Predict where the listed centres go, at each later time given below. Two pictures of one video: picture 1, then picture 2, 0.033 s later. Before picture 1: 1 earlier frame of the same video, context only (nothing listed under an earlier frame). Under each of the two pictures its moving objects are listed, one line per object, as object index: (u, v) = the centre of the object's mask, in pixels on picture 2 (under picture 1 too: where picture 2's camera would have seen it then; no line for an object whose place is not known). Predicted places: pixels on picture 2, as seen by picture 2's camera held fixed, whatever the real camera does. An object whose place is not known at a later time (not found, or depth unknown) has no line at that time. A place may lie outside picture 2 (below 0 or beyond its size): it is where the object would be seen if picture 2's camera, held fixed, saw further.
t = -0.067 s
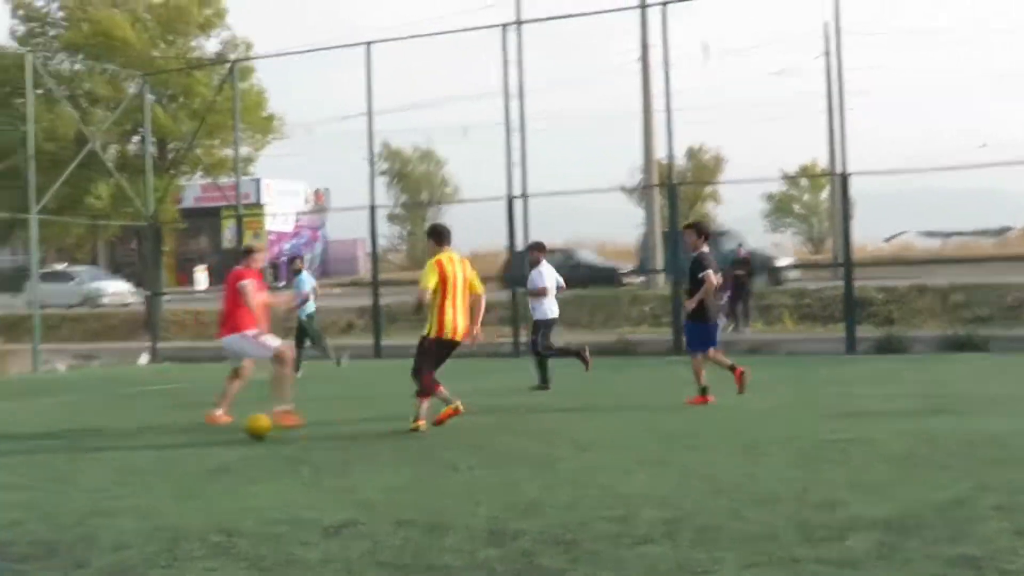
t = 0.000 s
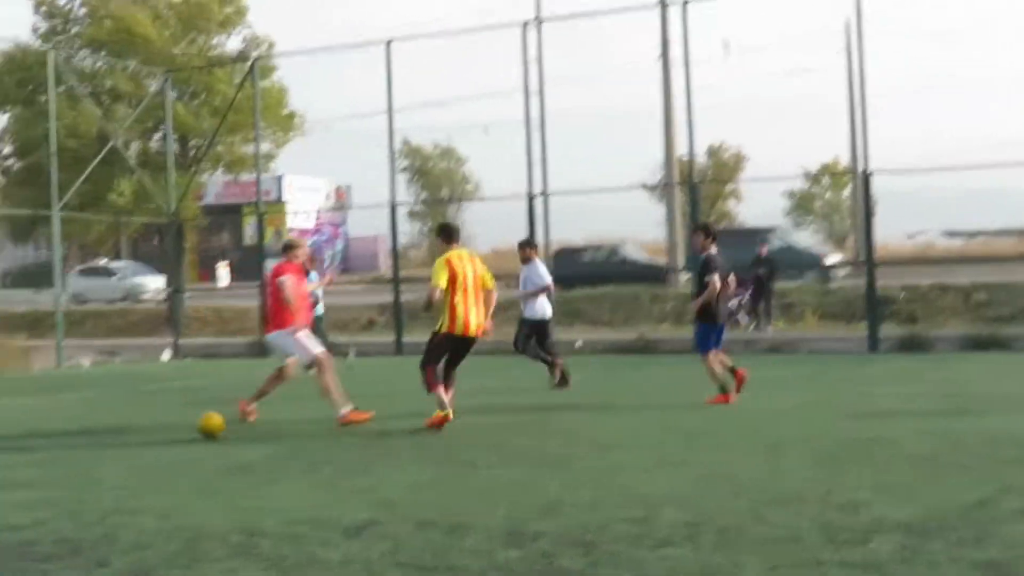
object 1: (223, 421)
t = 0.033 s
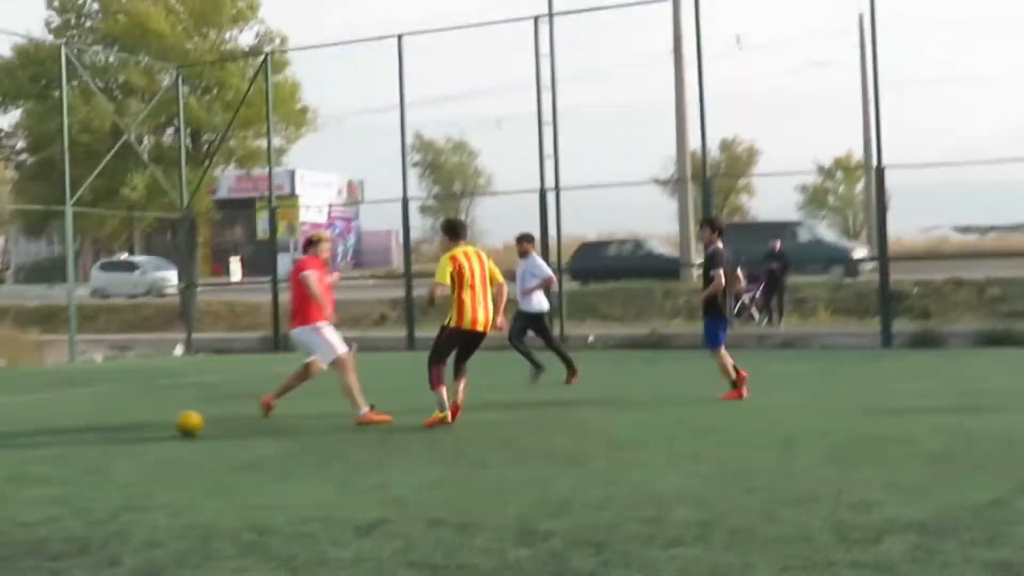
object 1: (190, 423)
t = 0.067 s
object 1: (157, 423)
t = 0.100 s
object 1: (127, 424)
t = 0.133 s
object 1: (96, 426)
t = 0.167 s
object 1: (67, 427)
